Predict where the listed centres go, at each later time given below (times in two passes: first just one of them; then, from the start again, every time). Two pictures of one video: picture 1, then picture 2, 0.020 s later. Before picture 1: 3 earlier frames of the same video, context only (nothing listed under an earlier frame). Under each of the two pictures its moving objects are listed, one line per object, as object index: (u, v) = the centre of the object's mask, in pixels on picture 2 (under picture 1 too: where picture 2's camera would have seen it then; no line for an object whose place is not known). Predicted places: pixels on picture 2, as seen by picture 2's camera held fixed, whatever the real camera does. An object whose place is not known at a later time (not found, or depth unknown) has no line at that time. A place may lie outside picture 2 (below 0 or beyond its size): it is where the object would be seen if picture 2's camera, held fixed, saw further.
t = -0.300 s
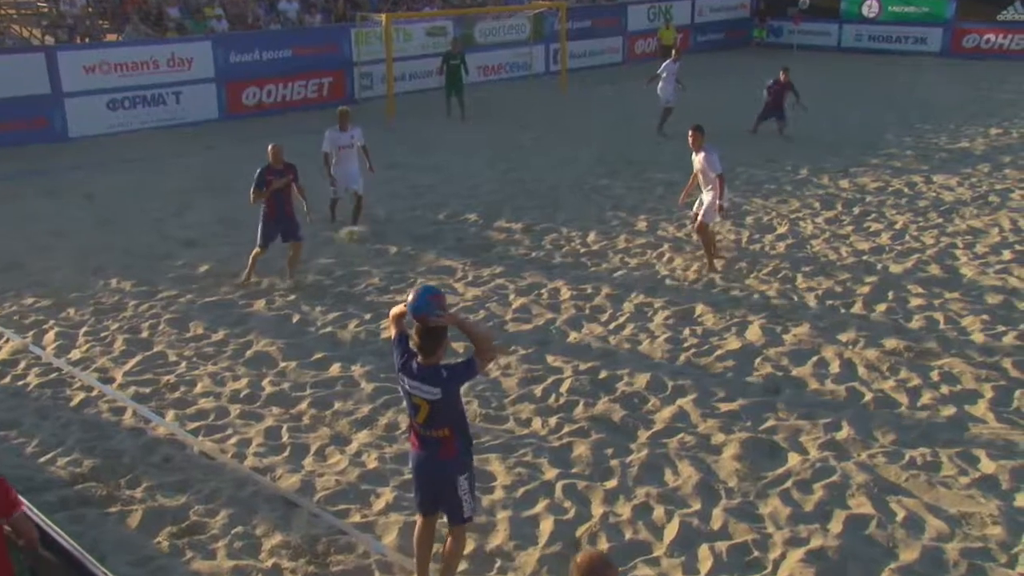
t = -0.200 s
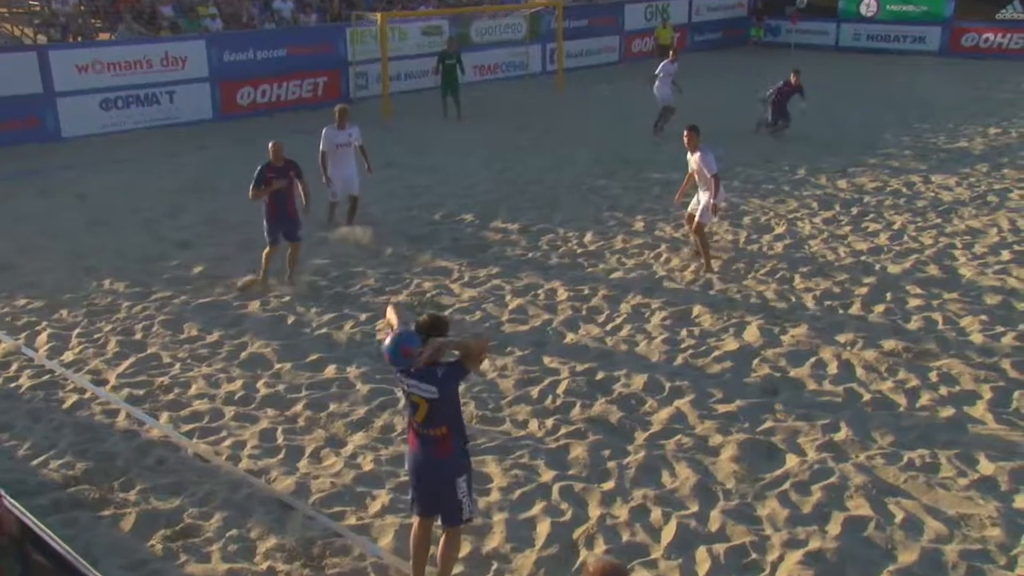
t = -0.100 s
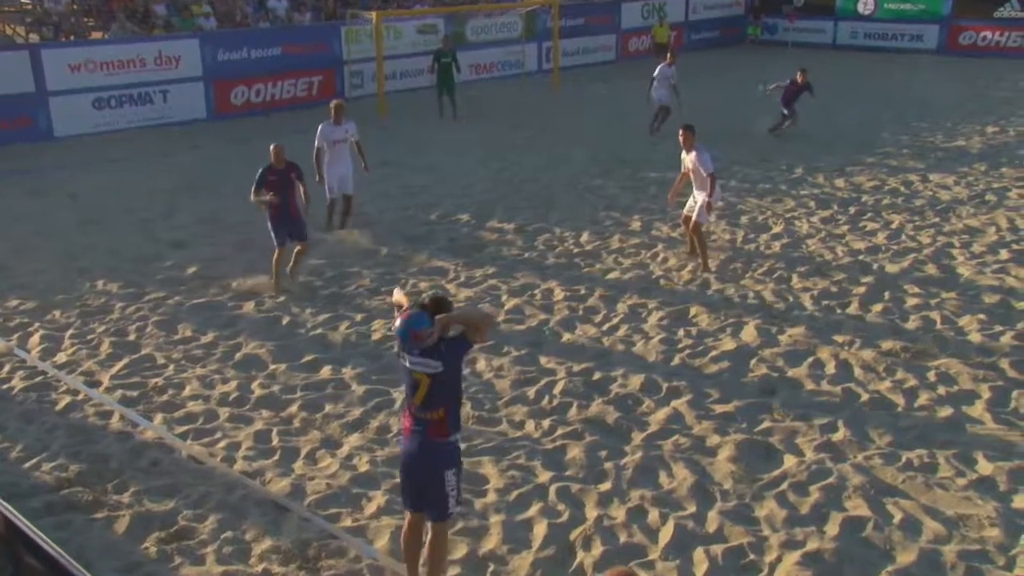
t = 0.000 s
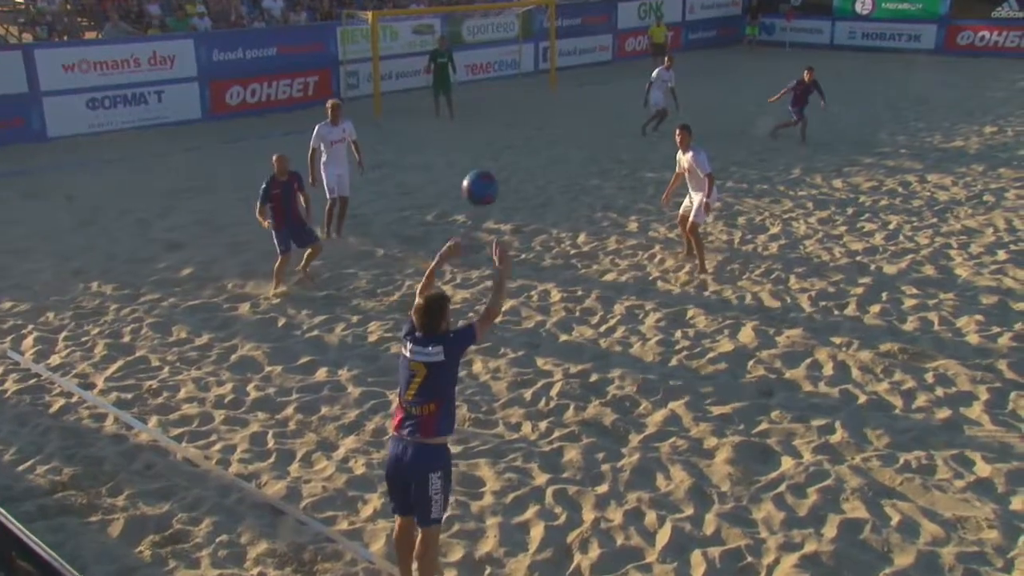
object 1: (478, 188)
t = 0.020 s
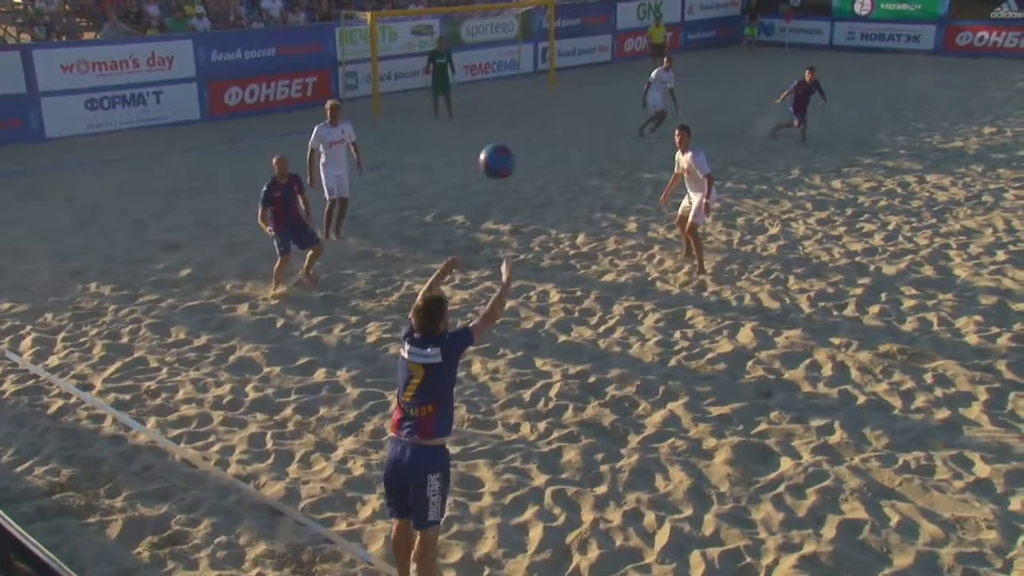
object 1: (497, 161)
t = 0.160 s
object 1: (604, 19)
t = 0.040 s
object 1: (514, 135)
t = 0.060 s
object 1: (530, 112)
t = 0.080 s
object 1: (547, 91)
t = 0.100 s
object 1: (560, 70)
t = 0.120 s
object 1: (576, 52)
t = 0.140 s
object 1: (590, 36)
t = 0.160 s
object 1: (604, 19)
